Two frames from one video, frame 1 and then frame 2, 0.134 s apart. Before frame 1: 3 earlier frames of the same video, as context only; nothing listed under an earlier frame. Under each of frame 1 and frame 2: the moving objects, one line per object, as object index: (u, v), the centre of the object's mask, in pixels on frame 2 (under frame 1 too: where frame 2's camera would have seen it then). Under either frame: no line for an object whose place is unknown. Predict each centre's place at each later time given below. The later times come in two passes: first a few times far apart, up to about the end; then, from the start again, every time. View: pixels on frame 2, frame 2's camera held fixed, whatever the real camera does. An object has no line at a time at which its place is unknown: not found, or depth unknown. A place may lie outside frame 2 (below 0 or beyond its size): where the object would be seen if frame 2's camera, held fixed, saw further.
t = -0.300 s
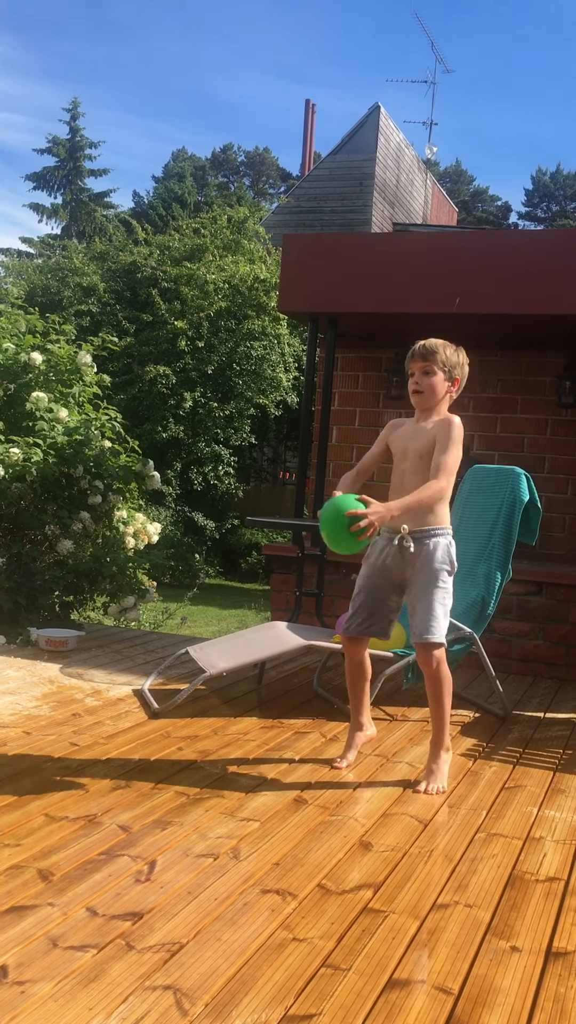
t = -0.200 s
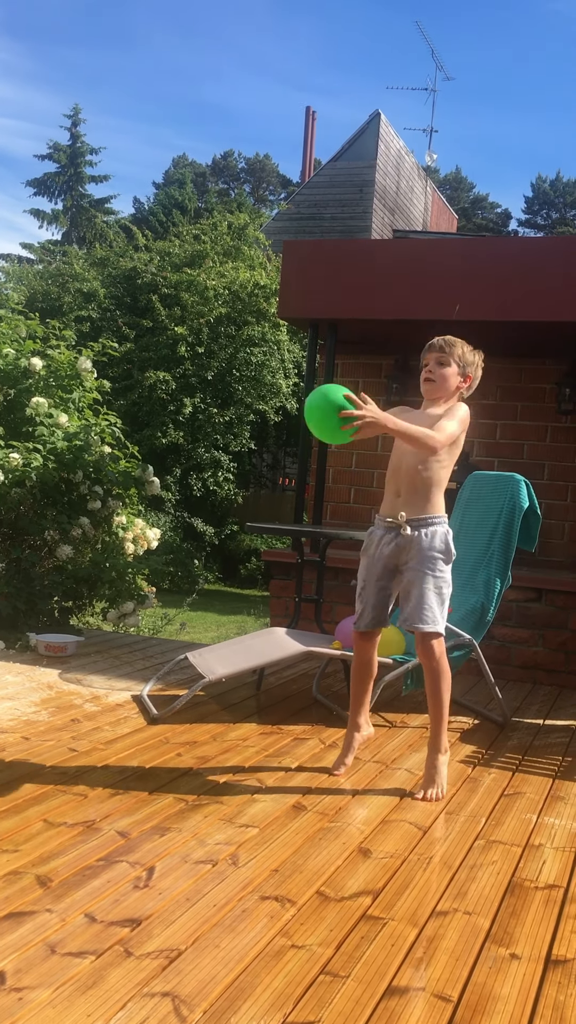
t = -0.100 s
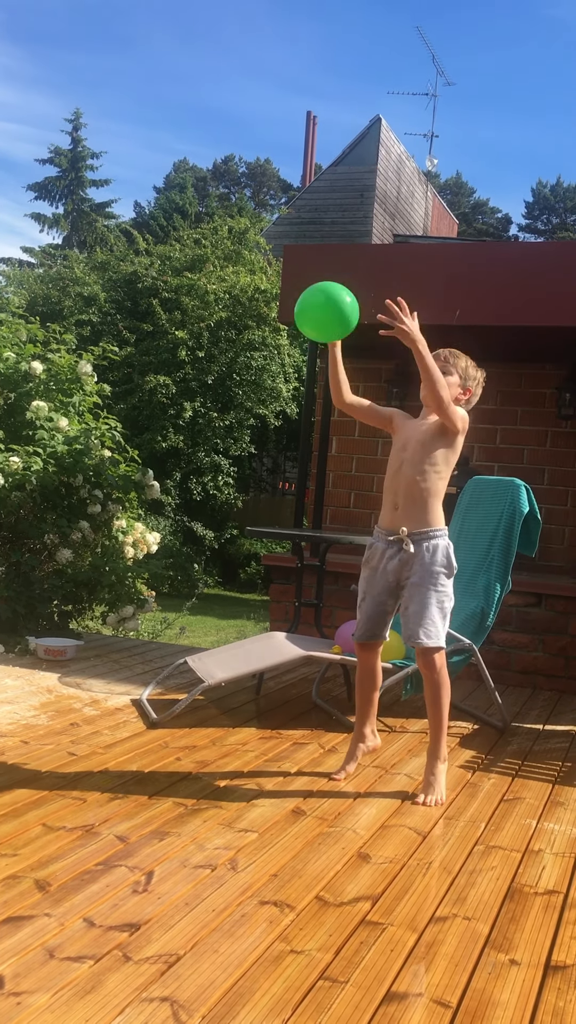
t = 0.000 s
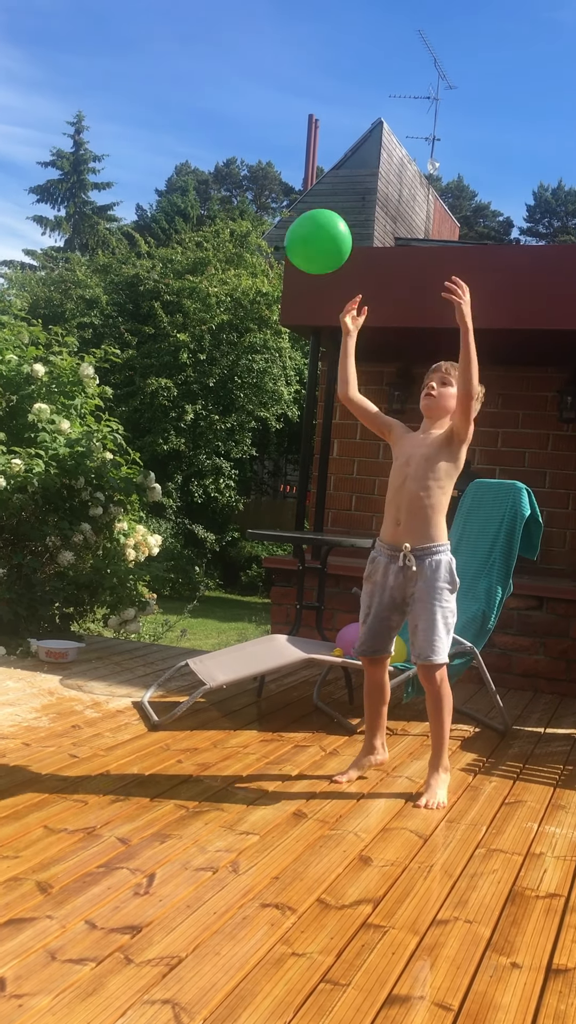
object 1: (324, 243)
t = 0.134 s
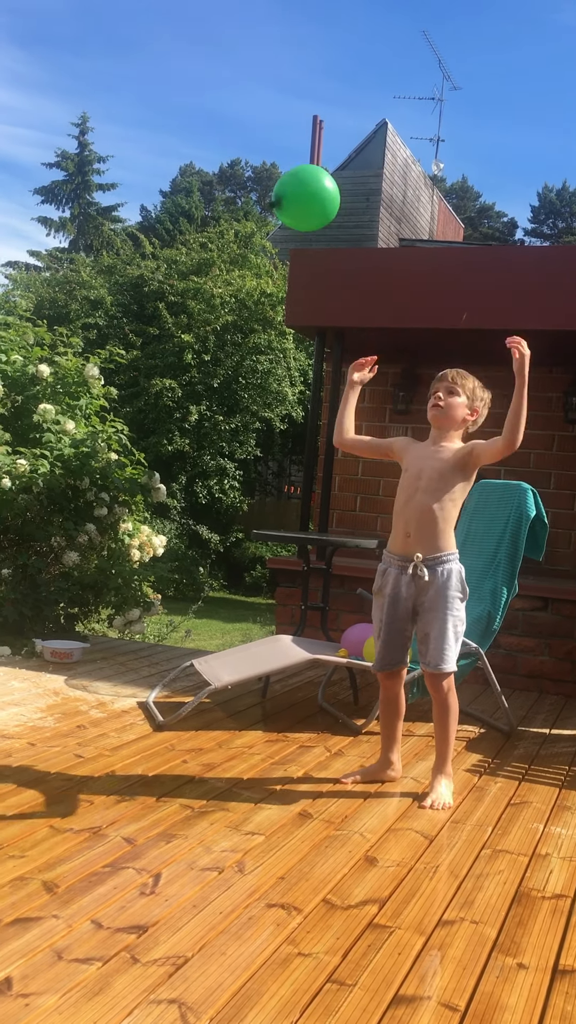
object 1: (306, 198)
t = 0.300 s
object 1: (273, 239)
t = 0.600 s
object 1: (190, 605)
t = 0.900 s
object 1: (109, 812)
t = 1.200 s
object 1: (54, 836)
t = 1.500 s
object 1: (23, 863)
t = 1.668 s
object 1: (2, 887)
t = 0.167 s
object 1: (300, 198)
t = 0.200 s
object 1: (294, 202)
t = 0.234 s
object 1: (288, 210)
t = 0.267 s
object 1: (281, 222)
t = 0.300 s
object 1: (273, 239)
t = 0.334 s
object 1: (266, 261)
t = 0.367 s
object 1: (258, 287)
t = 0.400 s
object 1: (250, 318)
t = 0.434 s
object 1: (241, 354)
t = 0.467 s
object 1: (231, 394)
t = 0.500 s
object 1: (222, 440)
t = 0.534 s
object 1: (211, 490)
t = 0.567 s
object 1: (201, 545)
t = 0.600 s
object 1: (190, 605)
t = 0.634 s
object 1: (179, 671)
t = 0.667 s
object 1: (167, 742)
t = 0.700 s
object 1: (155, 820)
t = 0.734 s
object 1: (149, 849)
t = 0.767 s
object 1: (147, 843)
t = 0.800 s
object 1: (135, 830)
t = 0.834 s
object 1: (125, 821)
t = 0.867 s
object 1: (115, 817)
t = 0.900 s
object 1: (109, 812)
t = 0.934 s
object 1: (103, 814)
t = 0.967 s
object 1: (93, 820)
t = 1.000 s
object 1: (85, 836)
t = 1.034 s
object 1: (76, 847)
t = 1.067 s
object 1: (70, 853)
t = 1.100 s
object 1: (66, 850)
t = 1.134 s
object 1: (61, 845)
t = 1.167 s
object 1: (59, 838)
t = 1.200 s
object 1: (54, 836)
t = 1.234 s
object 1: (50, 840)
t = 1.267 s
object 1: (47, 845)
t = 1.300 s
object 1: (43, 856)
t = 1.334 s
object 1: (36, 866)
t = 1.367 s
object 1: (35, 872)
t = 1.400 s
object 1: (31, 869)
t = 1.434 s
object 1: (28, 864)
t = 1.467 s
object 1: (27, 860)
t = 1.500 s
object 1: (23, 863)
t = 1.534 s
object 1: (18, 870)
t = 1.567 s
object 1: (16, 879)
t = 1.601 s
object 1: (10, 887)
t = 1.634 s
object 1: (6, 889)
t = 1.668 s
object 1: (2, 887)
